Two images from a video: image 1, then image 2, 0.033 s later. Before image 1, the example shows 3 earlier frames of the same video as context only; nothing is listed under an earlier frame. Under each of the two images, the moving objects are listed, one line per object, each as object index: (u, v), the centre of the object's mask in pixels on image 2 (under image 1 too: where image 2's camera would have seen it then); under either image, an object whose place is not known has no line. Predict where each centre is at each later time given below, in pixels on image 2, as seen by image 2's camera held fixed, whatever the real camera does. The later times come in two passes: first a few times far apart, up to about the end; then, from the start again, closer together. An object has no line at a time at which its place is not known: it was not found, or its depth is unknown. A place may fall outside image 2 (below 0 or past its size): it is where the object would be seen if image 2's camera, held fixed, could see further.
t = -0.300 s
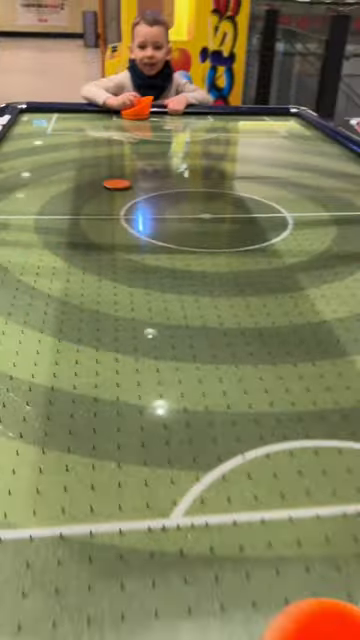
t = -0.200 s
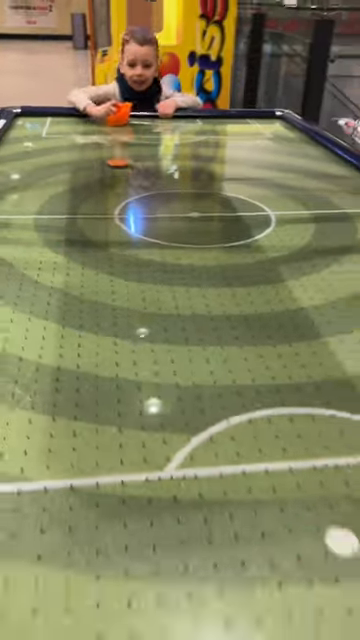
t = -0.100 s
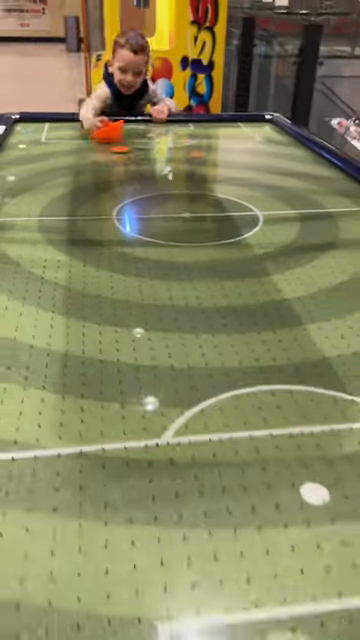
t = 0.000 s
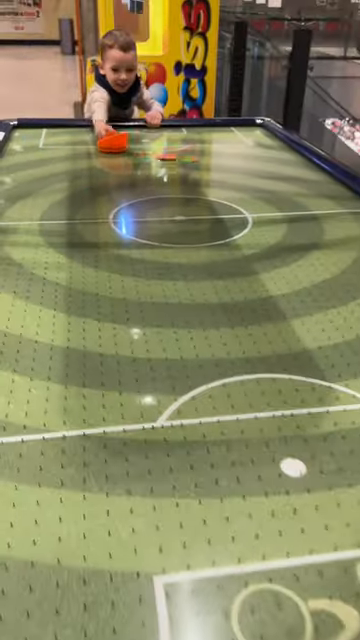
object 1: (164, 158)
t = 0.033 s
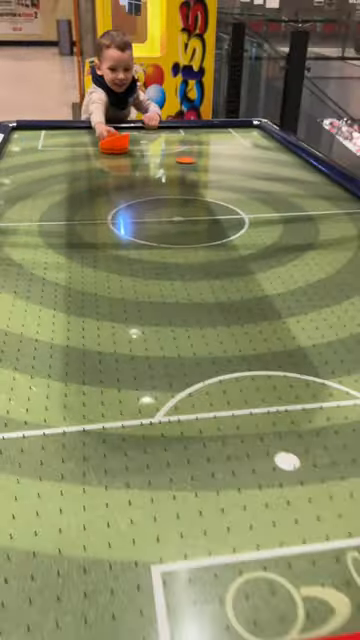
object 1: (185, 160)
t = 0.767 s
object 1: (50, 254)
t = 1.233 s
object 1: (146, 320)
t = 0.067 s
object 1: (206, 163)
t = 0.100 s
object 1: (228, 164)
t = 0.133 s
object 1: (249, 167)
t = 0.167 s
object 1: (272, 168)
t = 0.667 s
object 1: (117, 235)
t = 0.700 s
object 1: (97, 241)
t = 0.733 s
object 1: (75, 248)
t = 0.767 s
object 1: (50, 254)
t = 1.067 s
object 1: (39, 305)
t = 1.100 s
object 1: (59, 307)
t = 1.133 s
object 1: (80, 310)
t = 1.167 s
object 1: (102, 314)
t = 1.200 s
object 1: (123, 317)
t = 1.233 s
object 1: (146, 320)
